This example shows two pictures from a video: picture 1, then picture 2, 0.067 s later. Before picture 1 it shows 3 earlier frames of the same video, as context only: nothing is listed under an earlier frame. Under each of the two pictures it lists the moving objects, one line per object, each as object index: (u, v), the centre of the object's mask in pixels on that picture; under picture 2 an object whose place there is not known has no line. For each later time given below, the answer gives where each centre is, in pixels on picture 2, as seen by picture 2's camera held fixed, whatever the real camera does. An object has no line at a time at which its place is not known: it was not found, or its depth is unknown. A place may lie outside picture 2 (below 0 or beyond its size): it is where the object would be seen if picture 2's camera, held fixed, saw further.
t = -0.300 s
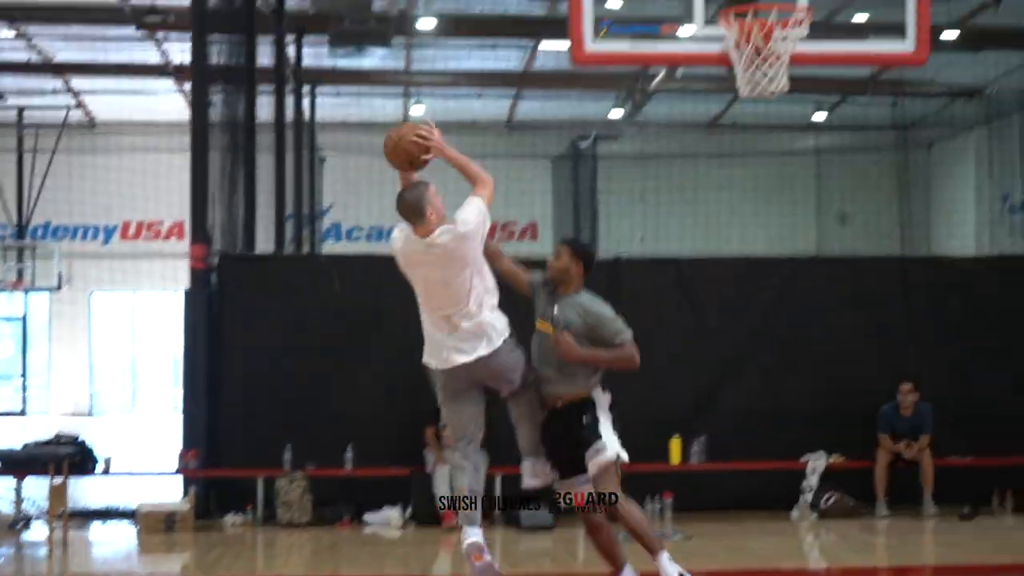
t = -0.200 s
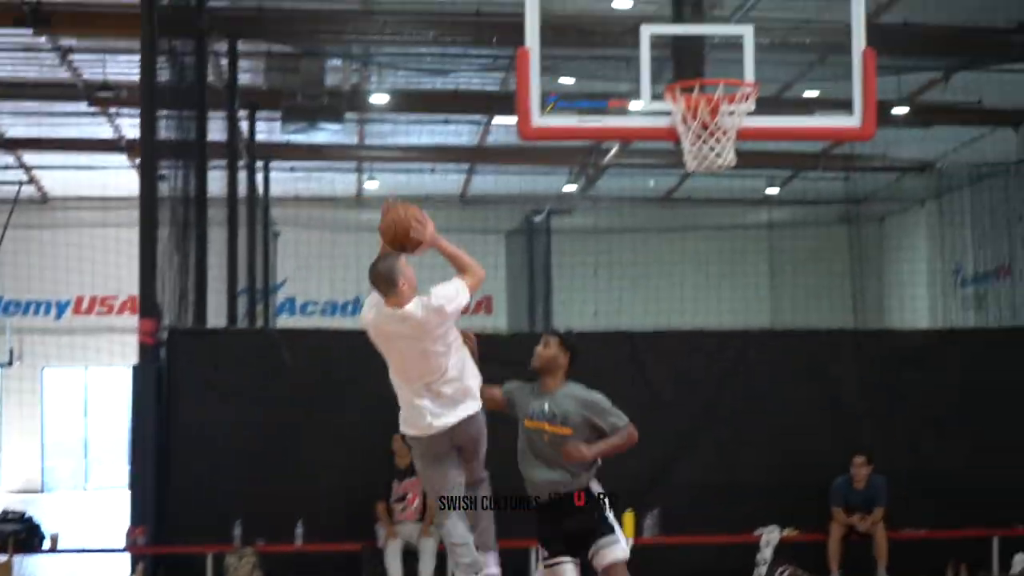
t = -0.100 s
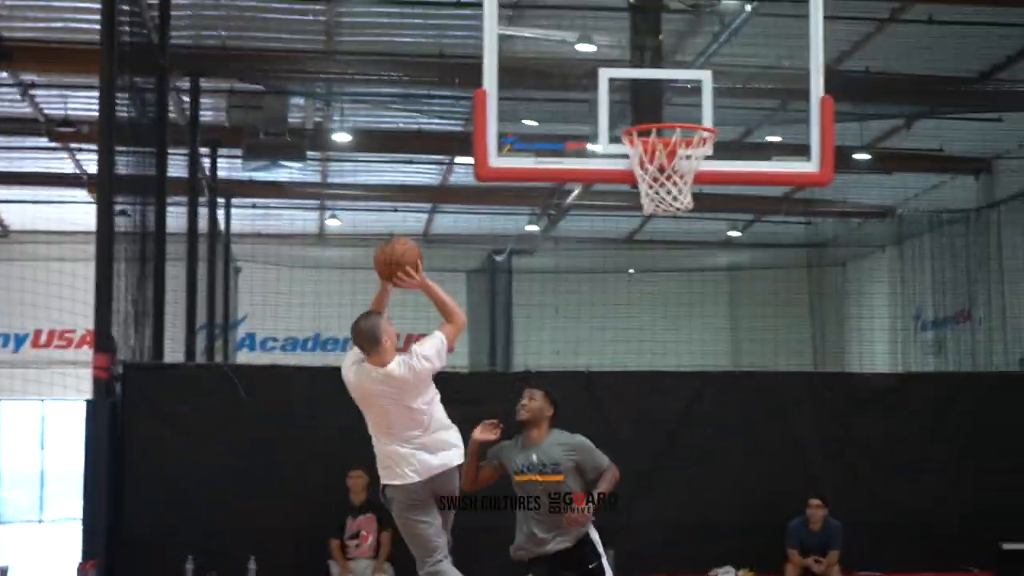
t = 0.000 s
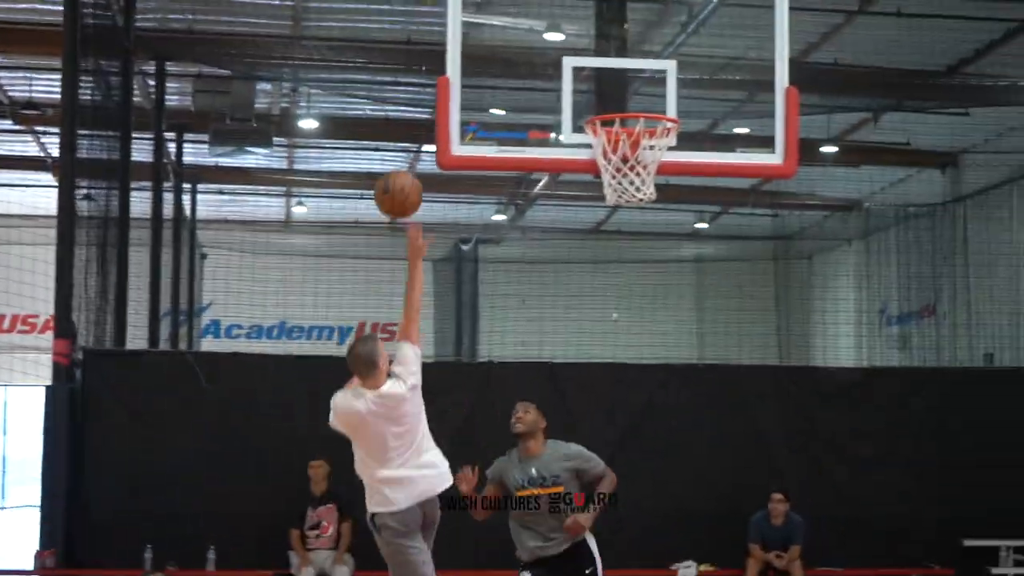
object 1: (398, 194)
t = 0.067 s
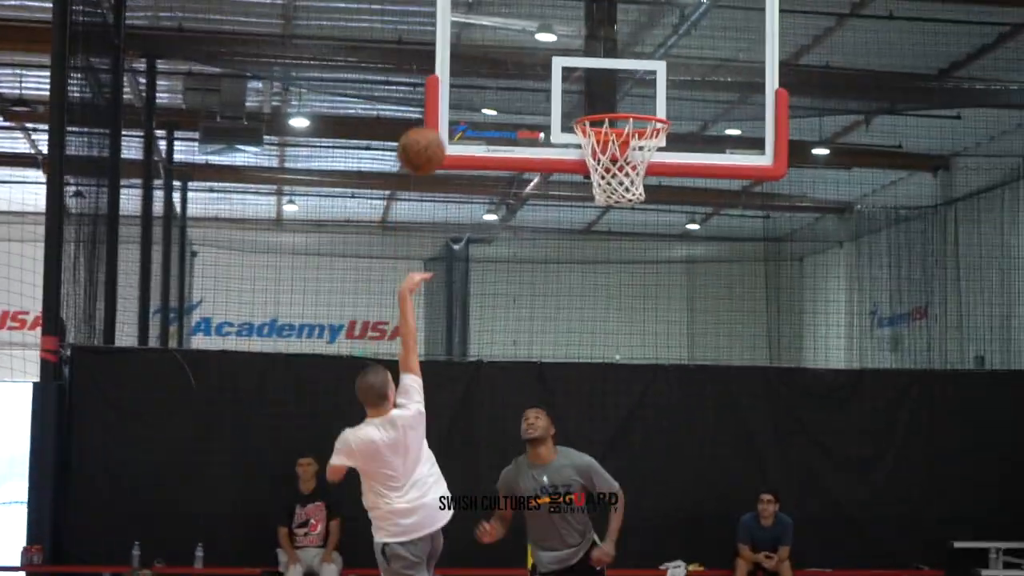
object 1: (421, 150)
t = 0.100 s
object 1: (438, 134)
